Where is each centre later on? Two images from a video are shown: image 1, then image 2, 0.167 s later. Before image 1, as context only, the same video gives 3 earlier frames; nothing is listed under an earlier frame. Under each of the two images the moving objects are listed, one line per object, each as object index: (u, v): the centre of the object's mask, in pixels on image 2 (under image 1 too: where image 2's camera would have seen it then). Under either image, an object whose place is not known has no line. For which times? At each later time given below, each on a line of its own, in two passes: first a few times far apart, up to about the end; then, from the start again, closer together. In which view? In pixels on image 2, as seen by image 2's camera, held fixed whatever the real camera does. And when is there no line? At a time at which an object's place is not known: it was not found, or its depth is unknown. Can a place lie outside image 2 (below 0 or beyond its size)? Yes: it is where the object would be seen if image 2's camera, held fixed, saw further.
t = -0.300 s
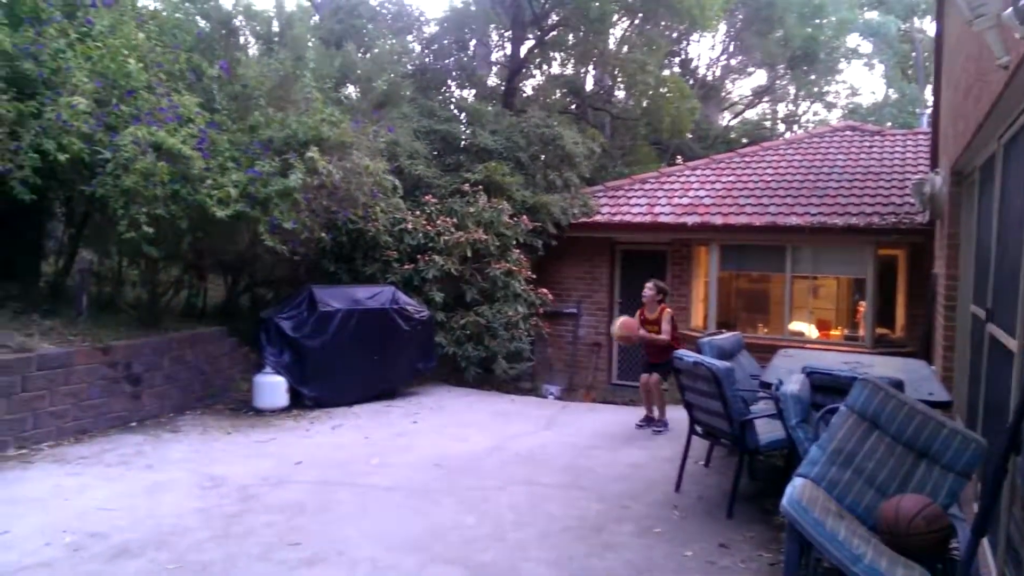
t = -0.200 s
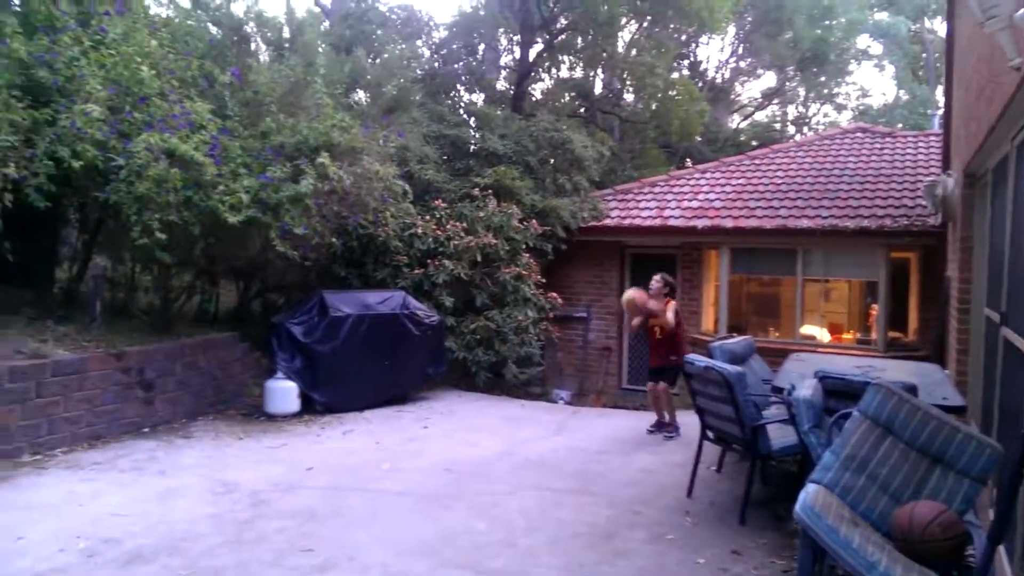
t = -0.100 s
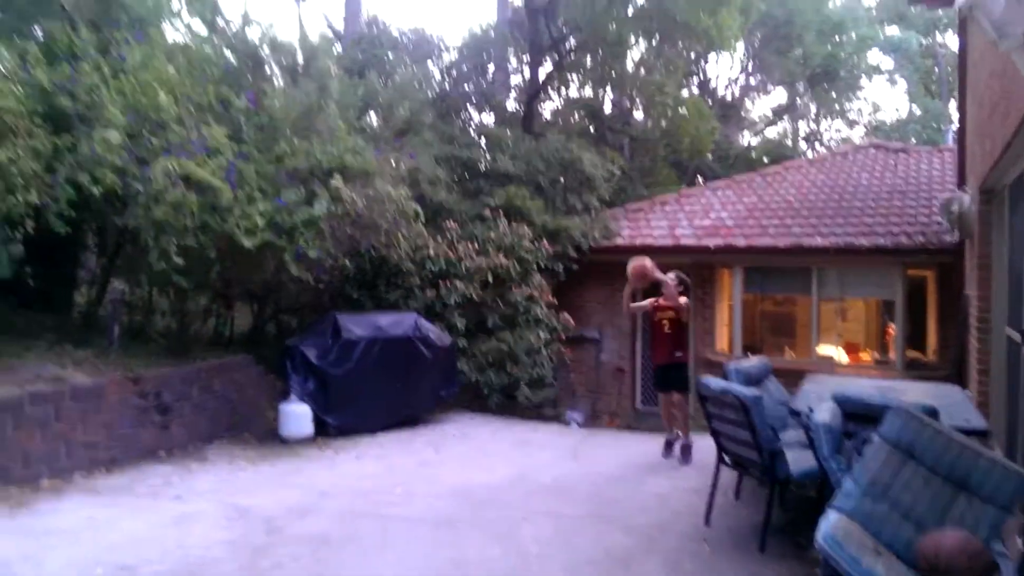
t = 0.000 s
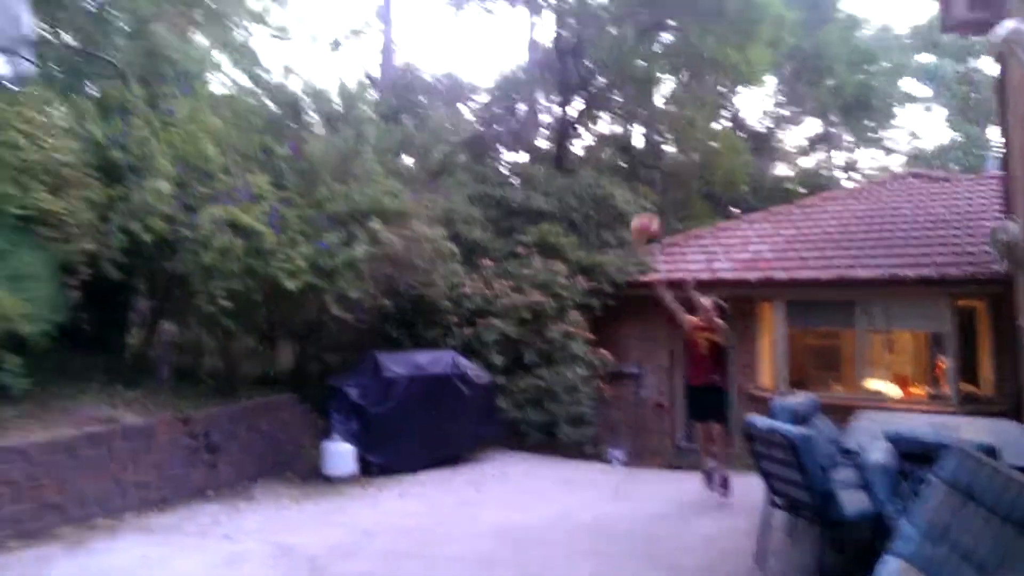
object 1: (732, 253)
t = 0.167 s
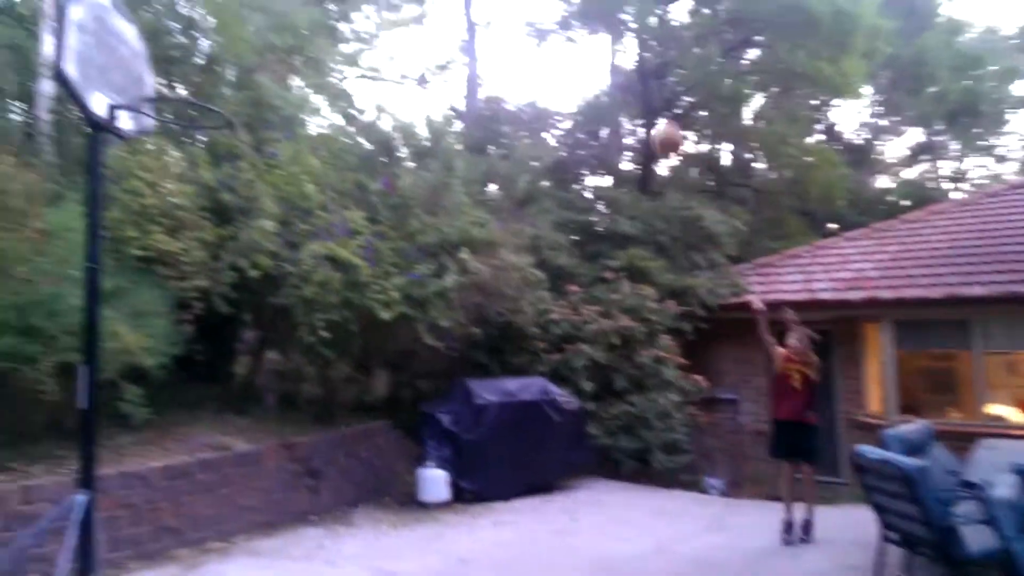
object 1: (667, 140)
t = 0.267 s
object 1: (626, 87)
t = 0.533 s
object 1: (498, -3)
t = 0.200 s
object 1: (653, 118)
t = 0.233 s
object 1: (641, 102)
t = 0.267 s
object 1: (626, 87)
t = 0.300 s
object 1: (615, 71)
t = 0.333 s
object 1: (596, 53)
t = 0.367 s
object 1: (579, 37)
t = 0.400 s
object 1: (564, 28)
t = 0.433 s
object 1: (549, 19)
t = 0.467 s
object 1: (532, 12)
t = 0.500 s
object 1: (514, 4)
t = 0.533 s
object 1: (498, -3)
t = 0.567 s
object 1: (480, -7)
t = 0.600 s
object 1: (464, -9)
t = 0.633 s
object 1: (448, -13)
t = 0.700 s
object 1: (412, -11)
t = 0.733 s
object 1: (393, -5)
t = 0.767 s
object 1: (375, -1)
